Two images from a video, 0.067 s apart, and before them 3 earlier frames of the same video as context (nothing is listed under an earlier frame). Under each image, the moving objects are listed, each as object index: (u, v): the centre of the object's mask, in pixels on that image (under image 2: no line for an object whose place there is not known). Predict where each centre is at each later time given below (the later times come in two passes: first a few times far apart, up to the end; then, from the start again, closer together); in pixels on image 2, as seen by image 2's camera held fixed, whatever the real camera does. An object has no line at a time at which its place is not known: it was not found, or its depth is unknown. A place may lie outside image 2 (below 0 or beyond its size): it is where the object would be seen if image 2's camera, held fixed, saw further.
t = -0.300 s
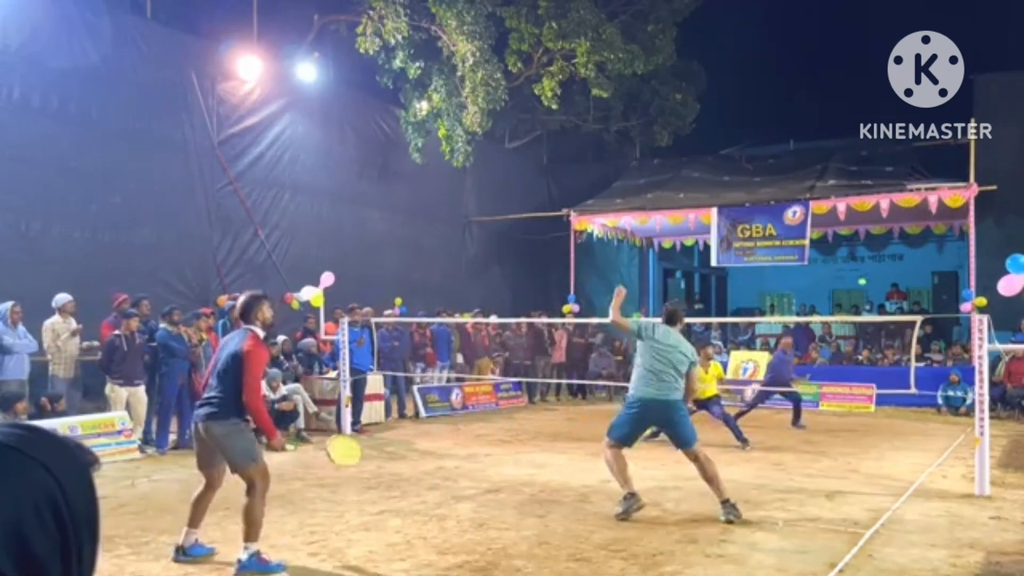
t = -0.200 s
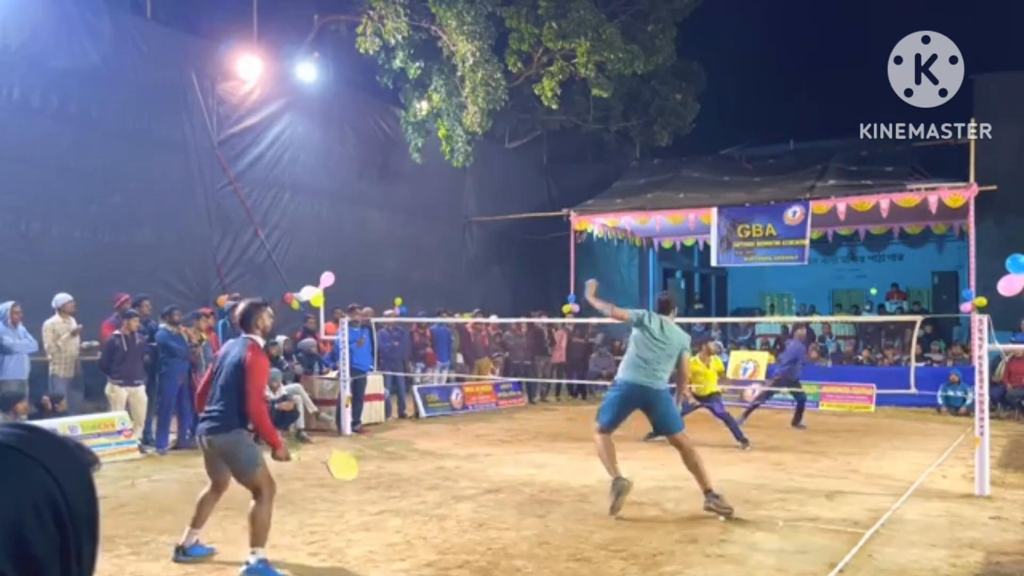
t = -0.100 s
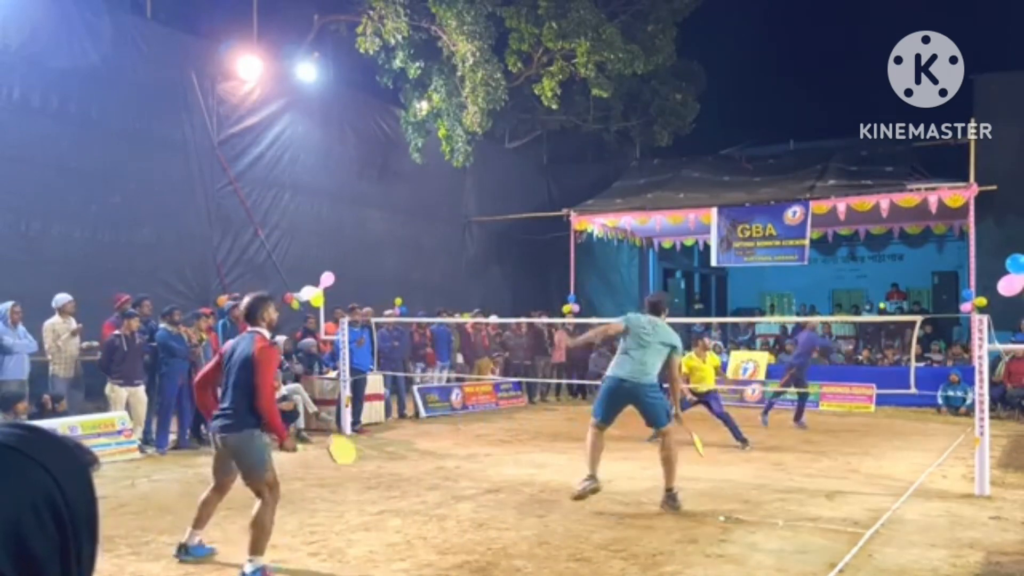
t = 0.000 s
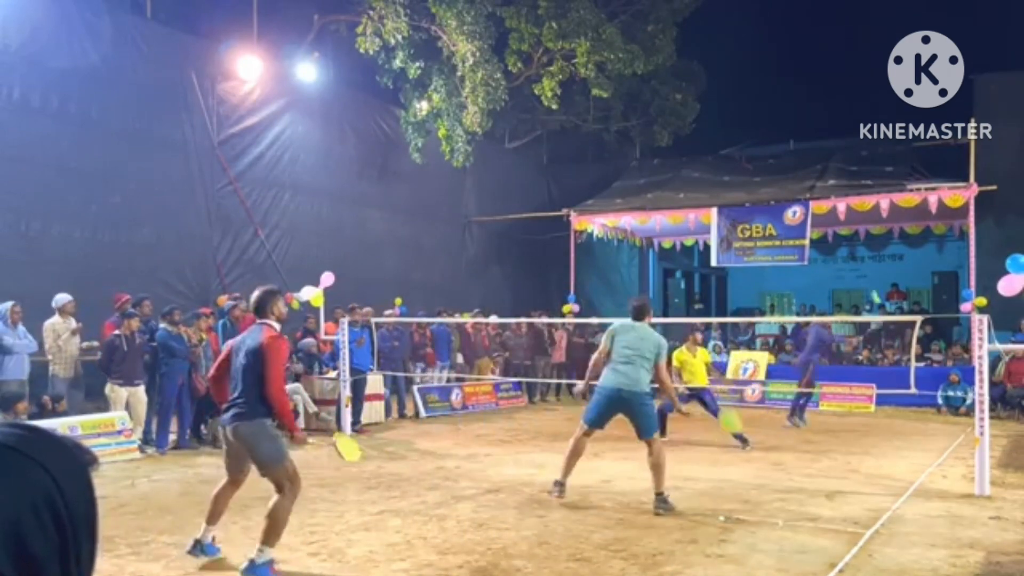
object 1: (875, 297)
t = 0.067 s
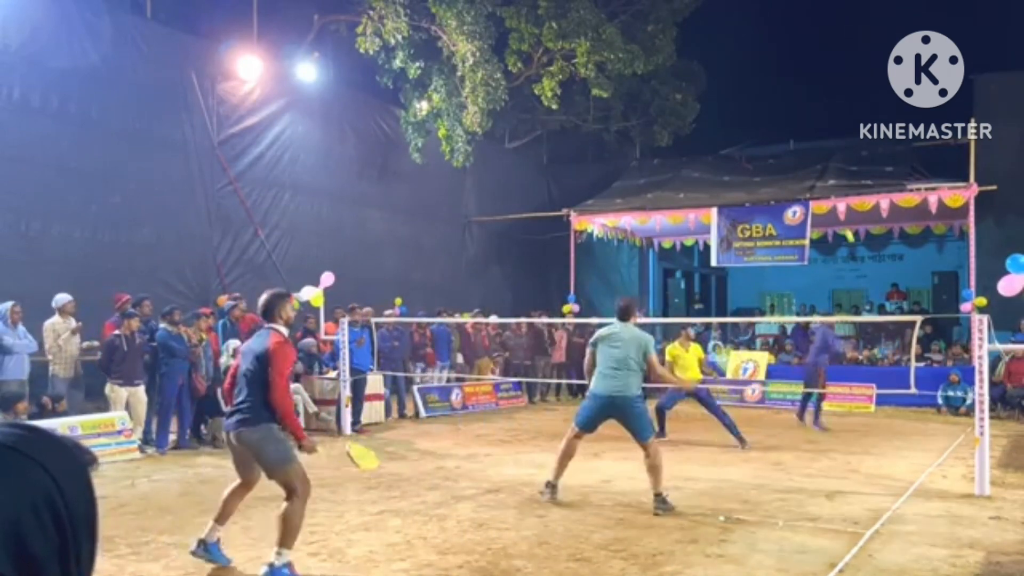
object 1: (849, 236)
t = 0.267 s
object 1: (782, 109)
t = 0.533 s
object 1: (696, 20)
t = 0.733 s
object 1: (626, 14)
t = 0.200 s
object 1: (803, 144)
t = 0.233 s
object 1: (792, 125)
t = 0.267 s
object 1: (782, 109)
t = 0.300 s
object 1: (771, 93)
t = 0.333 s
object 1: (760, 78)
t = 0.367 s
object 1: (749, 65)
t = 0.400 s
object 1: (739, 54)
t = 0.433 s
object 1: (728, 44)
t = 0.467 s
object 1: (717, 34)
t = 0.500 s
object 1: (706, 27)
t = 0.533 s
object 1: (696, 20)
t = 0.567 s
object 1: (684, 15)
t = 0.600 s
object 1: (673, 12)
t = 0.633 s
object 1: (661, 10)
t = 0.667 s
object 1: (650, 10)
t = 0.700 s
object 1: (638, 12)
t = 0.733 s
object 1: (626, 14)
